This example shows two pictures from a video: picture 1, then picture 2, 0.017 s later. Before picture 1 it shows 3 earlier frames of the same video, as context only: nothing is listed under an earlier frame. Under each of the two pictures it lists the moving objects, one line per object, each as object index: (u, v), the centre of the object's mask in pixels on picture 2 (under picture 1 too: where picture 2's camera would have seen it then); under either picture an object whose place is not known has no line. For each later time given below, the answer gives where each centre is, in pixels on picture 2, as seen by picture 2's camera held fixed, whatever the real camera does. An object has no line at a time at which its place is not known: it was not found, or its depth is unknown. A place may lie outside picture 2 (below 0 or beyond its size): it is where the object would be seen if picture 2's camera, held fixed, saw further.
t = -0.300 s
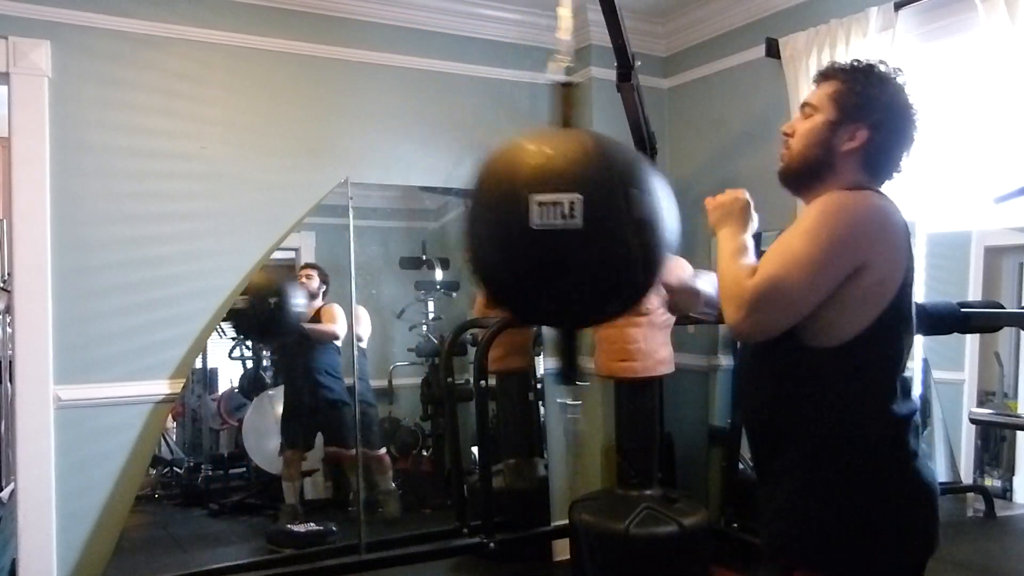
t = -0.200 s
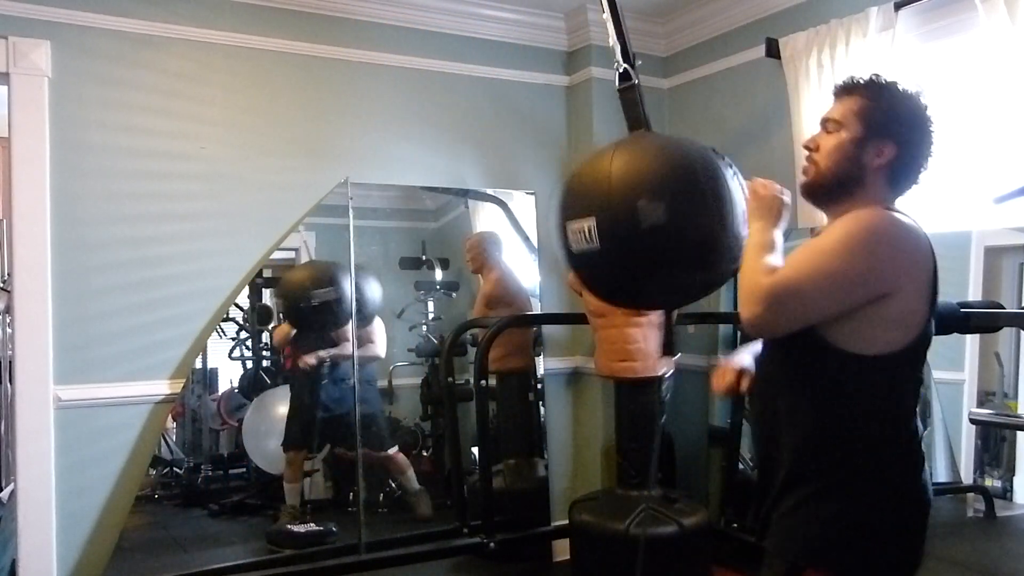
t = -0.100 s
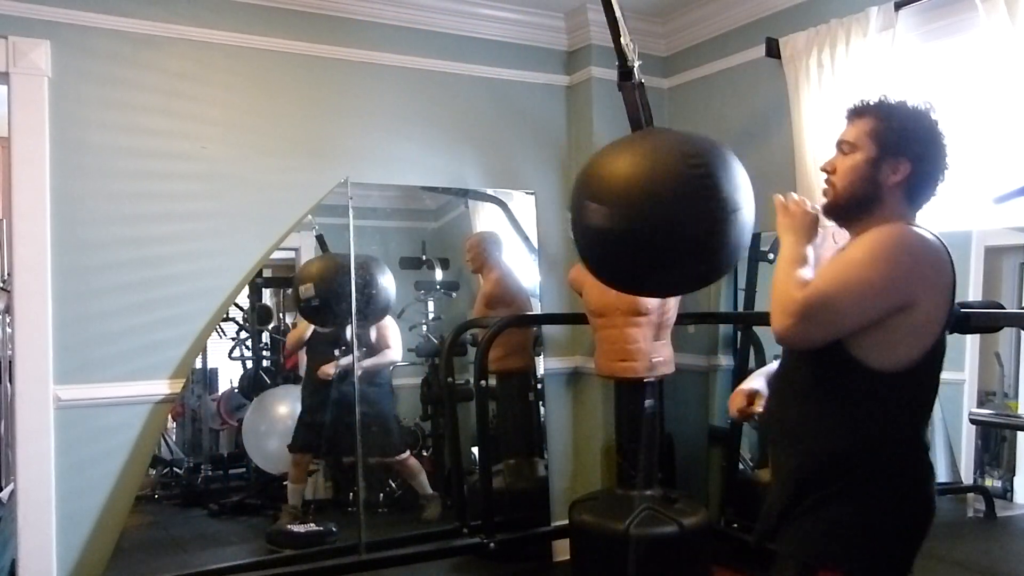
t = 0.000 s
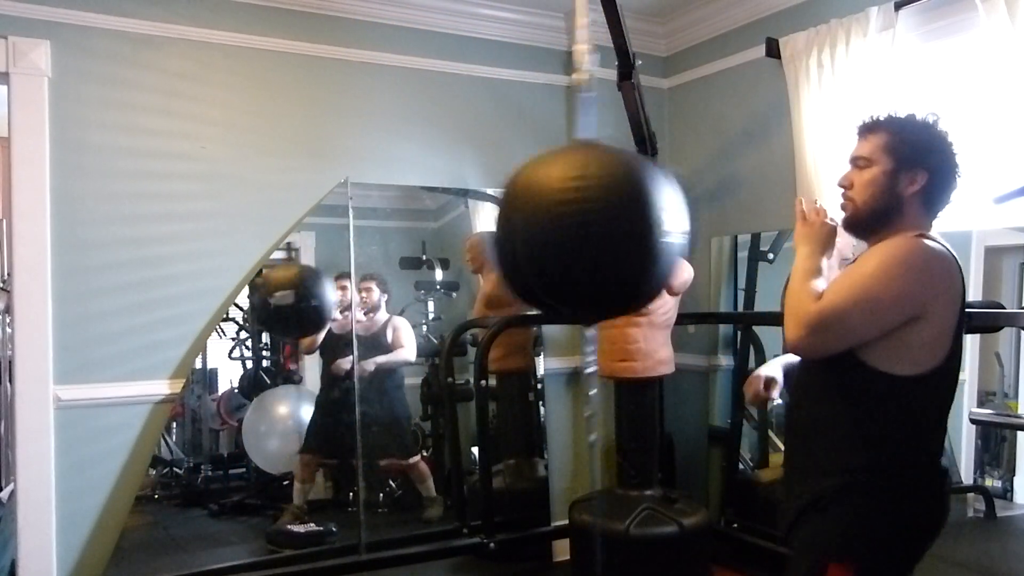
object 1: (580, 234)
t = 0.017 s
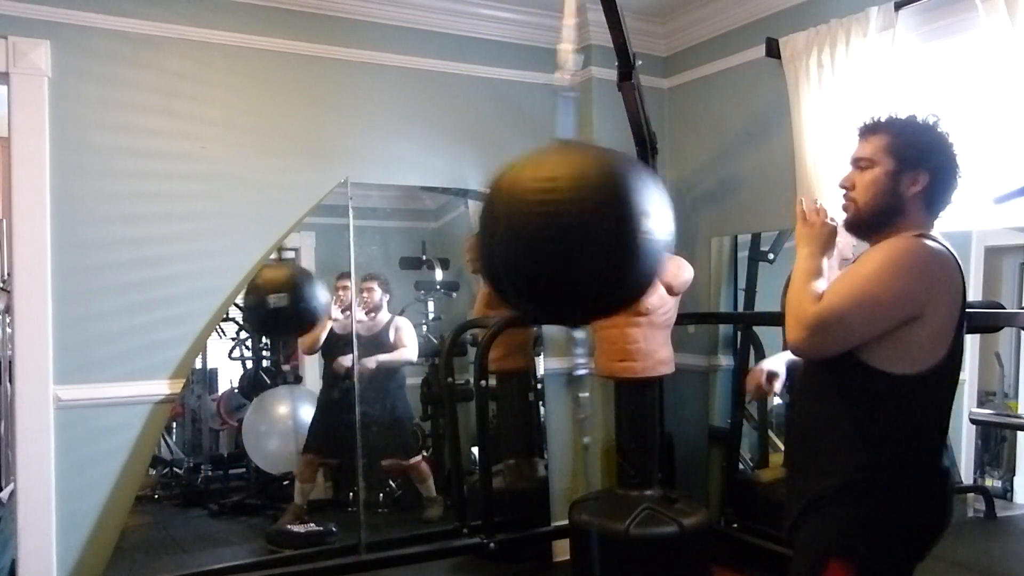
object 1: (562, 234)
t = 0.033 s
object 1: (547, 231)
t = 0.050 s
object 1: (531, 228)
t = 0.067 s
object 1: (518, 226)
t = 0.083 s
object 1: (504, 222)
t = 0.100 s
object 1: (495, 220)
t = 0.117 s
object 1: (486, 216)
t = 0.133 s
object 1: (482, 212)
